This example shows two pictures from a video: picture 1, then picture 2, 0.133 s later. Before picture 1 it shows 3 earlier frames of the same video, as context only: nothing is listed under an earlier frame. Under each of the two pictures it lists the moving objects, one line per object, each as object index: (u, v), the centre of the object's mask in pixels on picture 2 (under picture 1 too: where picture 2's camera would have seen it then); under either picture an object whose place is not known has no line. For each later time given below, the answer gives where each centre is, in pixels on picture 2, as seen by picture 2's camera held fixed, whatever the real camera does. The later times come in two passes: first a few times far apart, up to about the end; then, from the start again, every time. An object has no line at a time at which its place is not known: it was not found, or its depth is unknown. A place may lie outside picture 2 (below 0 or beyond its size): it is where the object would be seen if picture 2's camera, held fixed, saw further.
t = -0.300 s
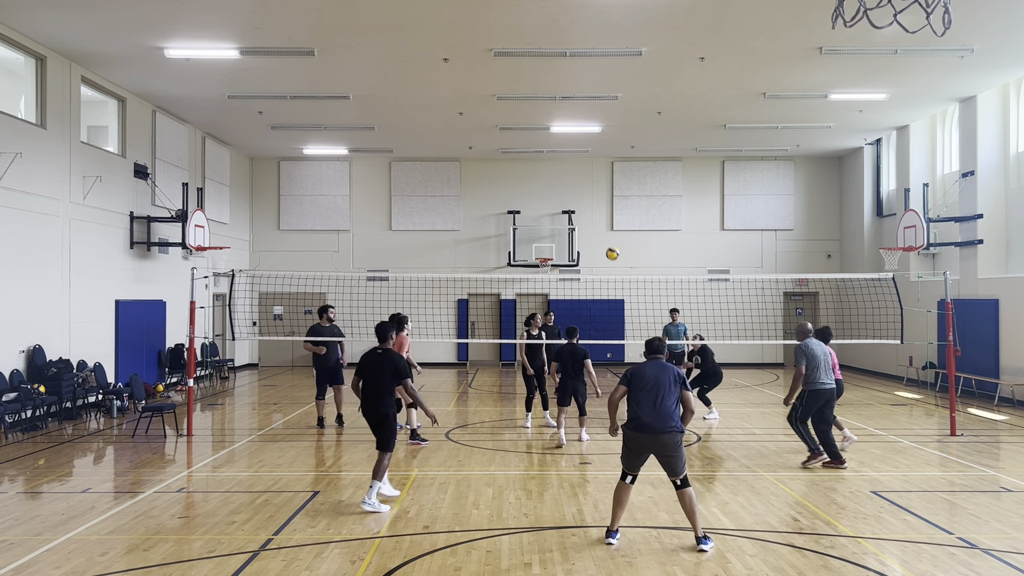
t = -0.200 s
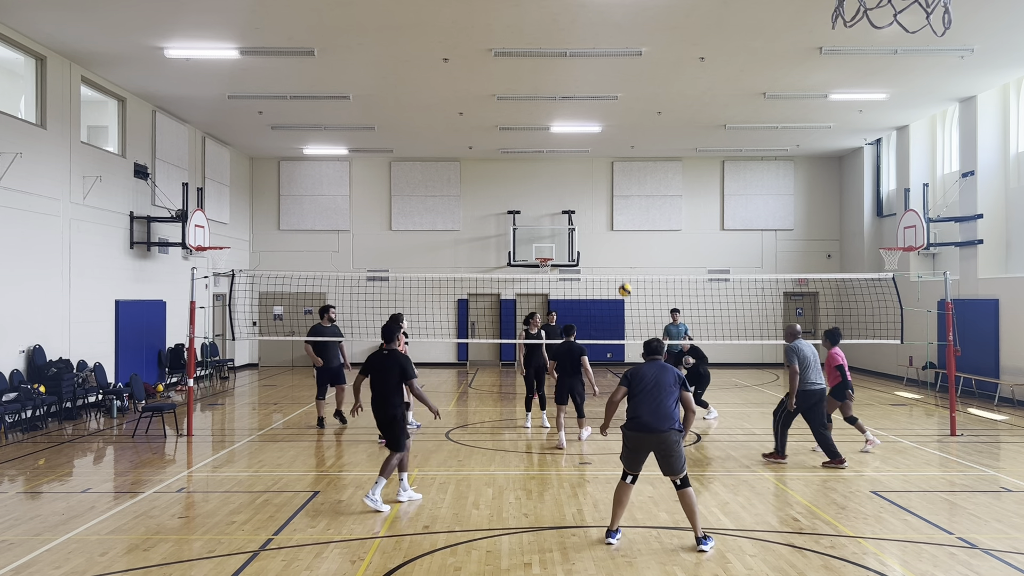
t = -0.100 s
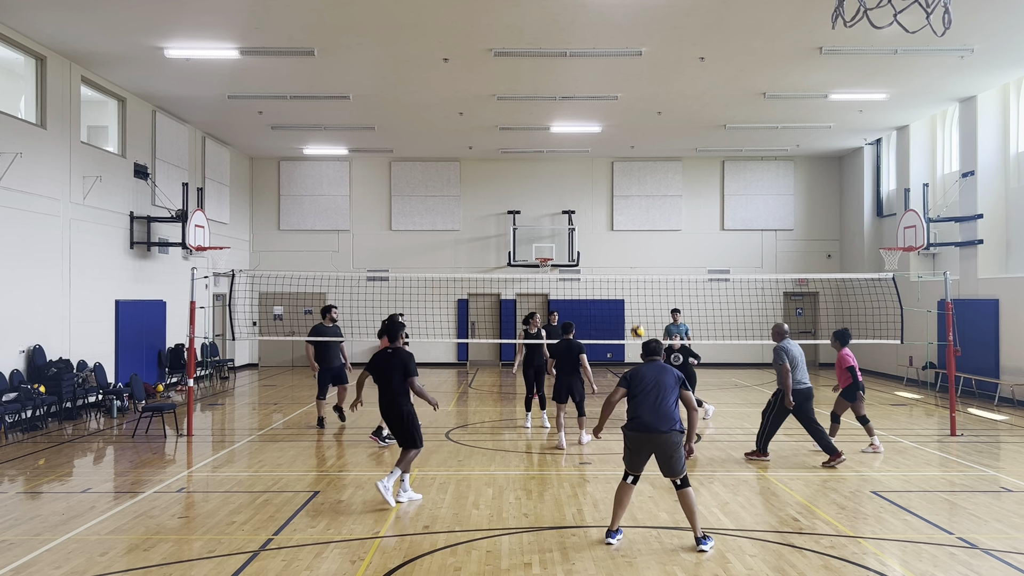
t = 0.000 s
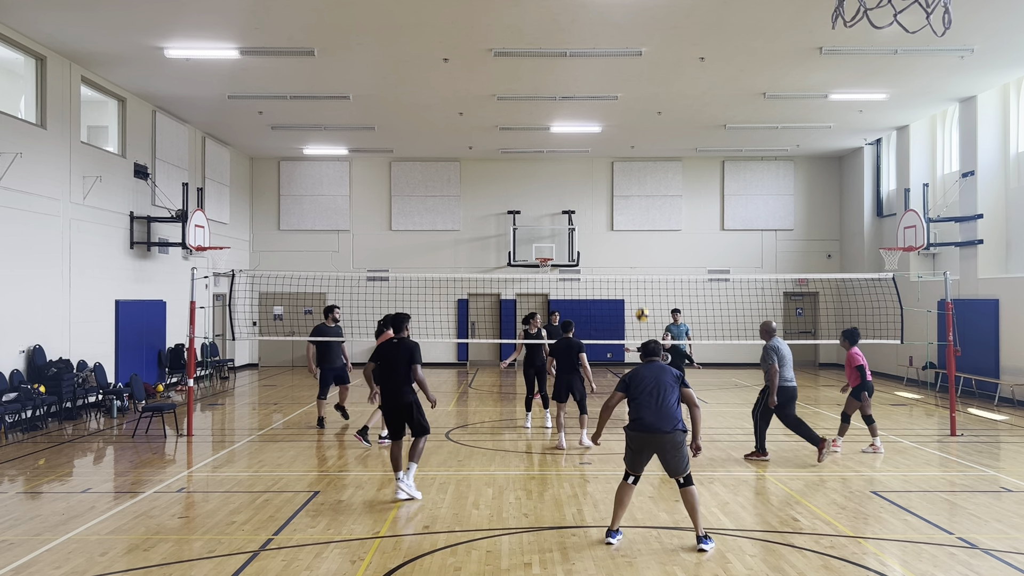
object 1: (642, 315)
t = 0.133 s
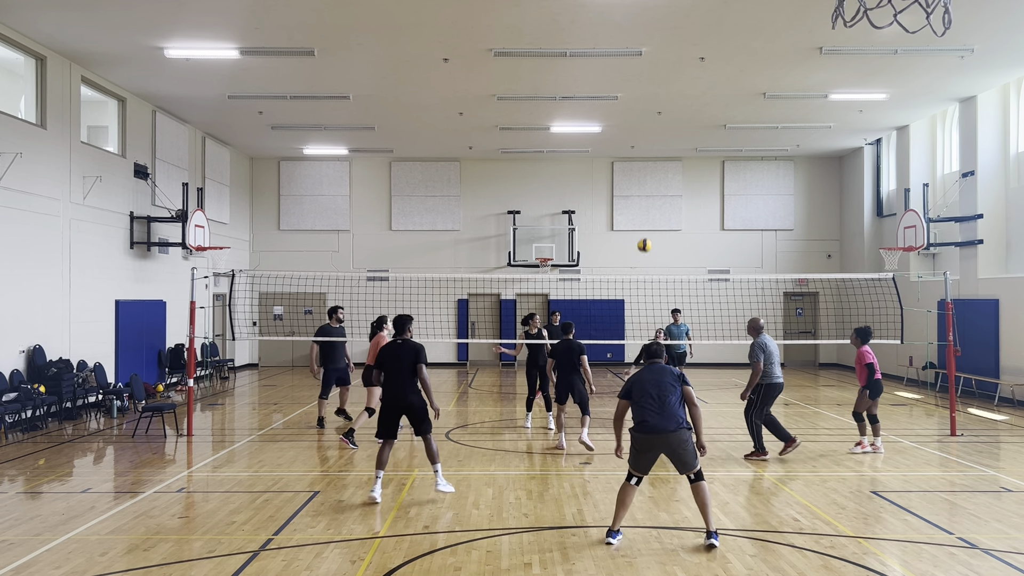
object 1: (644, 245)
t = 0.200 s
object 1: (645, 214)
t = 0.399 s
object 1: (651, 132)
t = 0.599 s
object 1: (656, 71)
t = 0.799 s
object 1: (664, 35)
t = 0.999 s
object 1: (672, 30)
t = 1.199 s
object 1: (681, 60)
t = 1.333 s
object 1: (686, 103)
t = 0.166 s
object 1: (645, 229)
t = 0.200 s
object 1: (645, 214)
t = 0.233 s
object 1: (646, 198)
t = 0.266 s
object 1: (647, 184)
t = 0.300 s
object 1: (648, 170)
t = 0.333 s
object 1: (649, 157)
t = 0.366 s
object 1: (650, 144)
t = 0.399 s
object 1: (651, 132)
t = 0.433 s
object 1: (652, 120)
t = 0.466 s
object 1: (653, 109)
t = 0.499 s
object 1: (654, 99)
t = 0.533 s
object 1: (655, 89)
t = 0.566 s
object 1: (655, 80)
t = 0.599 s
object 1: (656, 71)
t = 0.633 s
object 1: (658, 63)
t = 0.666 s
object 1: (658, 56)
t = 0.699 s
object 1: (660, 50)
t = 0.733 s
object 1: (661, 44)
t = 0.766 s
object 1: (662, 40)
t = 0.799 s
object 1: (664, 35)
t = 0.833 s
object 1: (665, 32)
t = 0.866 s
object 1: (666, 30)
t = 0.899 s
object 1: (668, 29)
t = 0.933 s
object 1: (669, 28)
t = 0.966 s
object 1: (670, 28)
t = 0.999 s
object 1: (672, 30)
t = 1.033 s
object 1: (673, 32)
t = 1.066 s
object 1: (675, 36)
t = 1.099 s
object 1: (676, 40)
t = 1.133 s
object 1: (678, 46)
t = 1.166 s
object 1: (679, 52)
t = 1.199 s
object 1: (681, 60)
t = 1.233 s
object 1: (682, 69)
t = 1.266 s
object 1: (683, 79)
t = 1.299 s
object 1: (684, 91)
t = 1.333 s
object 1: (686, 103)
